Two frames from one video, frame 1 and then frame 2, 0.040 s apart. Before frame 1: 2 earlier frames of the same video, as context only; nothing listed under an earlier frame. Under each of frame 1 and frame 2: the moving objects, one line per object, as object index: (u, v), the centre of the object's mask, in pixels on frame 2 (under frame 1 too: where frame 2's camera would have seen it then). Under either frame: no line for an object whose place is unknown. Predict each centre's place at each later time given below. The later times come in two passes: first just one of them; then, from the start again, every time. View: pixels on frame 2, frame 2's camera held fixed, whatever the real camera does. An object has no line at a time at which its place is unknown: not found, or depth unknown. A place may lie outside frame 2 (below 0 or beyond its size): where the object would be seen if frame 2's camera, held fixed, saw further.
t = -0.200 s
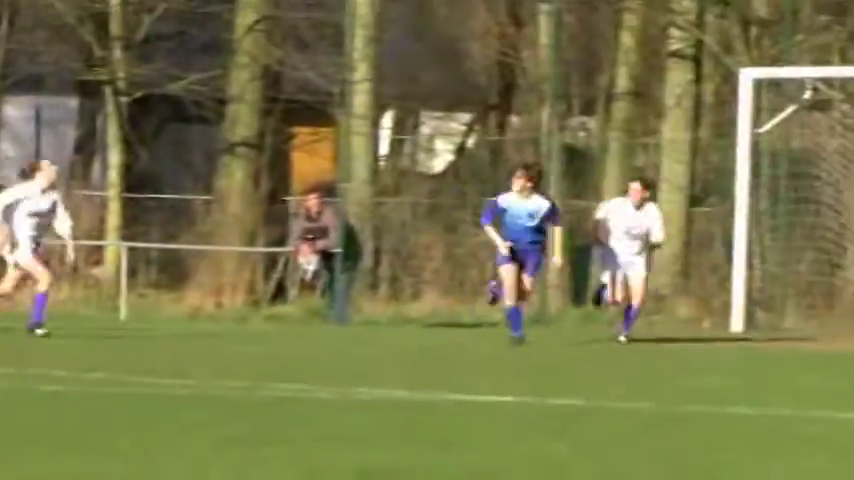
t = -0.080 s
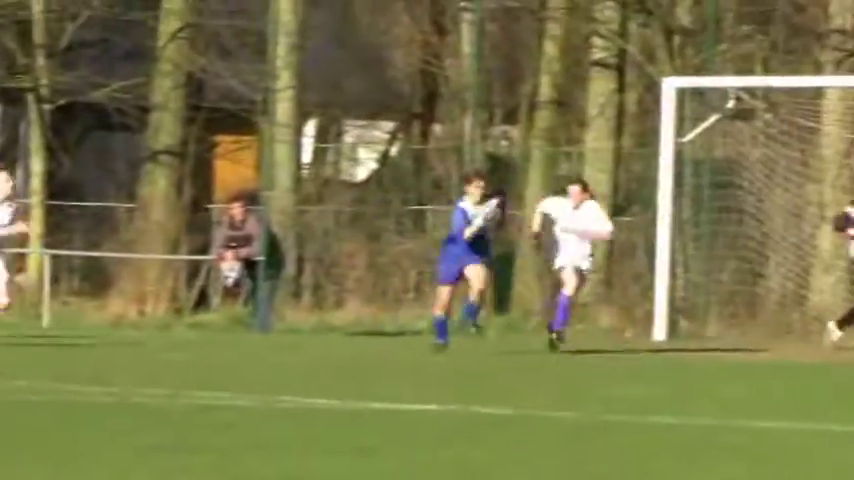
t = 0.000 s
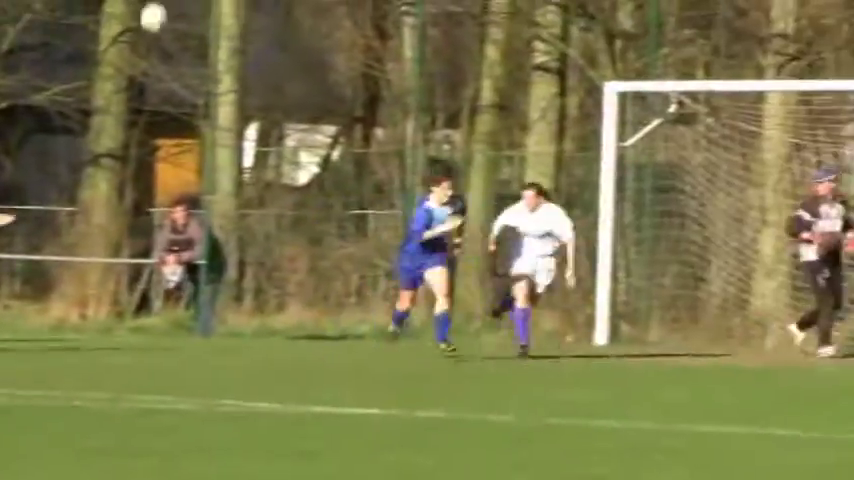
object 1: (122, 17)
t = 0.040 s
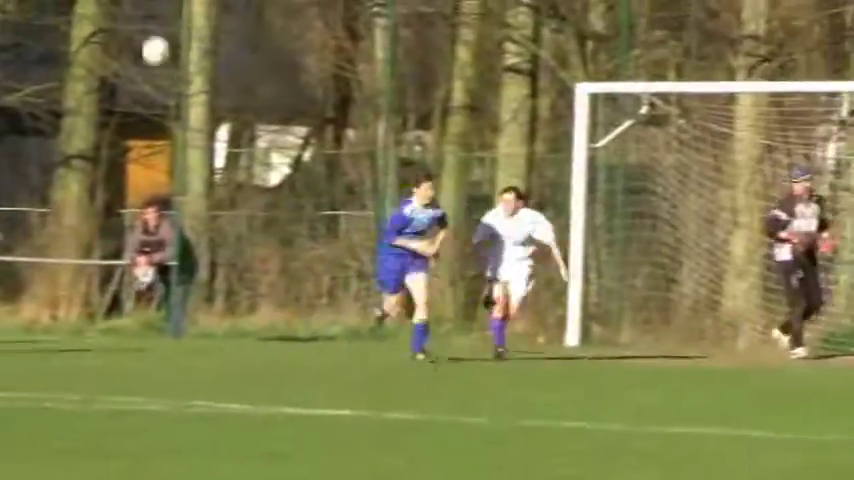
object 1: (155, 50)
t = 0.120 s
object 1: (218, 121)
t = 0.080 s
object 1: (186, 84)
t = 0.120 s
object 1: (218, 121)
